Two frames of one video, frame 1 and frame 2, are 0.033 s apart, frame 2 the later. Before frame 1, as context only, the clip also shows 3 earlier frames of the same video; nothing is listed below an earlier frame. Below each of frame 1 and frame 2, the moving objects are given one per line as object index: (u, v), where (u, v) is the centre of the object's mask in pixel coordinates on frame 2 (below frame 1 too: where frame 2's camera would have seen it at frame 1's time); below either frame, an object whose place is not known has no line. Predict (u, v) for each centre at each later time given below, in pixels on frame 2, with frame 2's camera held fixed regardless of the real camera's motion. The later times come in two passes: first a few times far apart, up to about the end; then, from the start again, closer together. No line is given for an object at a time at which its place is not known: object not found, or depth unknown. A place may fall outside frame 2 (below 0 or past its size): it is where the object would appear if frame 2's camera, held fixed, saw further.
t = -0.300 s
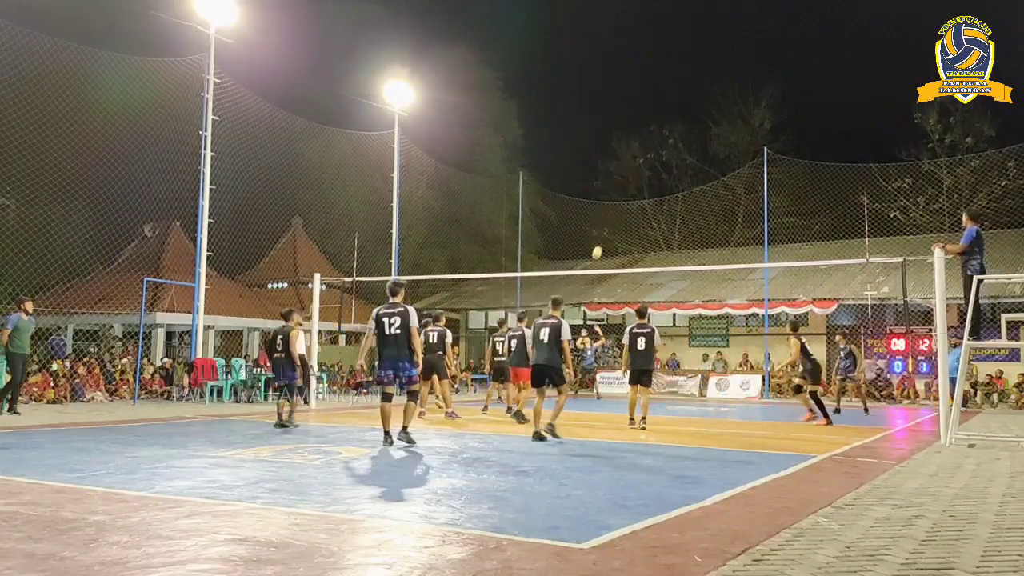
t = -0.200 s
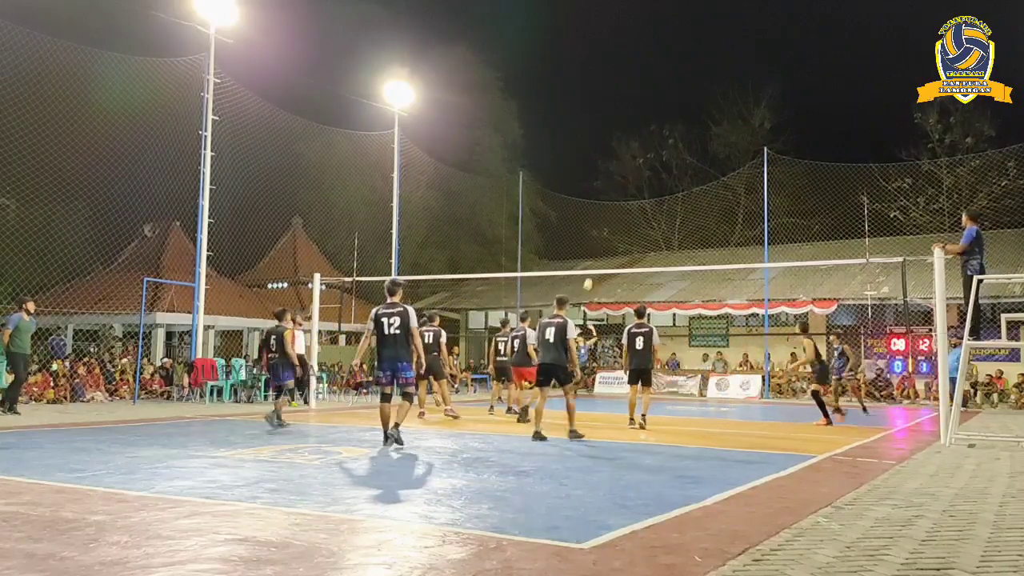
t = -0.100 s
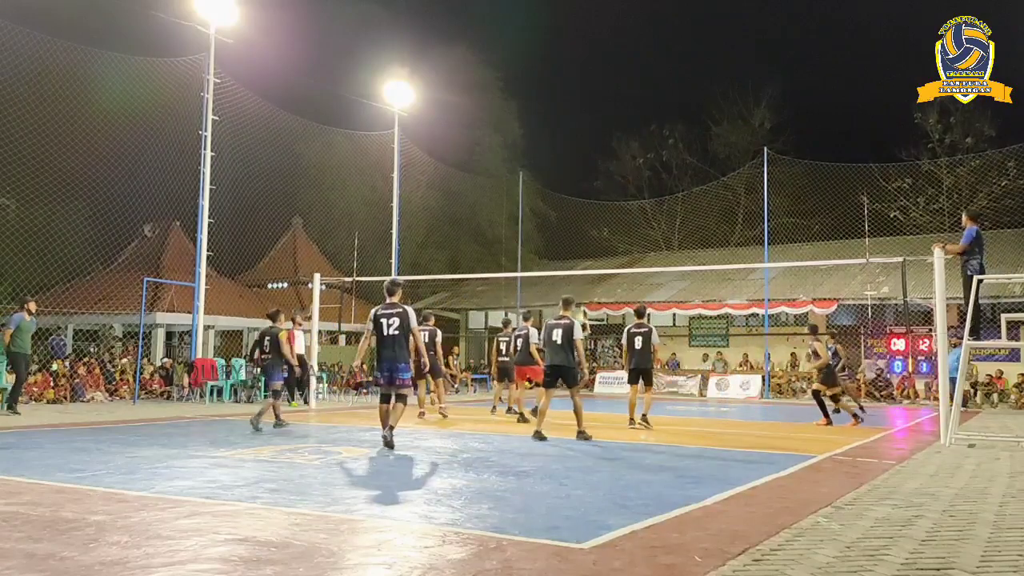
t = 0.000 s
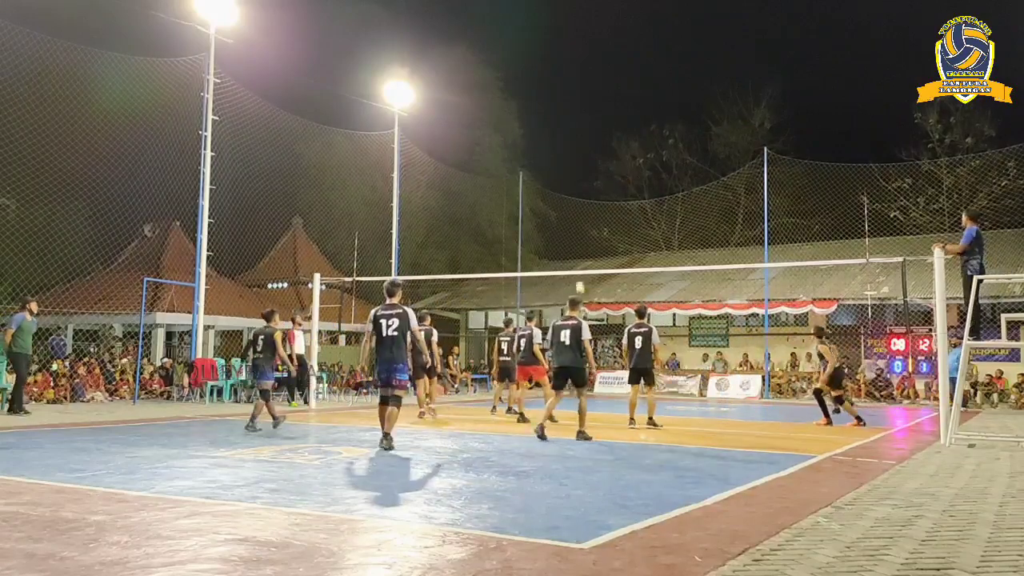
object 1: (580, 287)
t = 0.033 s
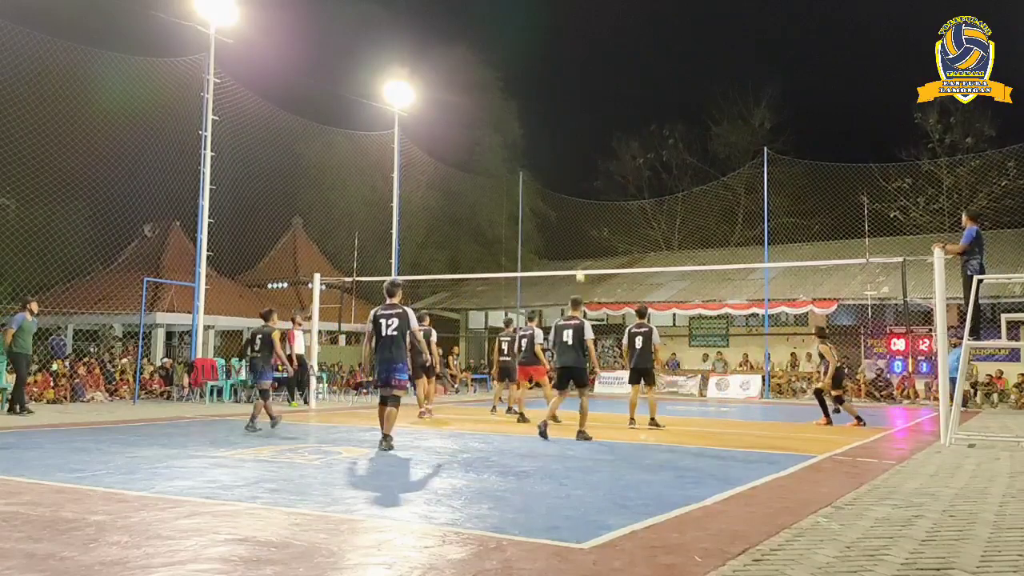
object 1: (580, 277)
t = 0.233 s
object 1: (581, 216)
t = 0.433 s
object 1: (581, 169)
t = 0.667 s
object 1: (580, 133)
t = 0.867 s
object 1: (578, 119)
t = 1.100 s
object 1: (574, 122)
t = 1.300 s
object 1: (570, 144)
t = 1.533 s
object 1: (564, 193)
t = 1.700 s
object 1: (559, 244)
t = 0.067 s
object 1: (580, 264)
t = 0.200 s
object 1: (581, 225)
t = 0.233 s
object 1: (581, 216)
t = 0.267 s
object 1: (581, 207)
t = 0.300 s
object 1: (581, 198)
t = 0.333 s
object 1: (581, 190)
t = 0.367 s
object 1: (581, 183)
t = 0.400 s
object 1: (581, 176)
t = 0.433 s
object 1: (581, 169)
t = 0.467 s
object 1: (581, 163)
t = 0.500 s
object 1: (581, 157)
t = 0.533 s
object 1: (581, 151)
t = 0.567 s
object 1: (580, 146)
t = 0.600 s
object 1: (580, 141)
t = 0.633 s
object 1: (580, 137)
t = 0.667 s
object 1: (580, 133)
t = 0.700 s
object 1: (579, 129)
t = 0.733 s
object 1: (579, 127)
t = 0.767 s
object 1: (579, 124)
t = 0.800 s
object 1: (579, 122)
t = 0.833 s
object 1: (578, 120)
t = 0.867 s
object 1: (578, 119)
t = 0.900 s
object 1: (577, 118)
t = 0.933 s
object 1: (577, 118)
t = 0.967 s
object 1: (577, 118)
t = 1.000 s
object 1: (576, 118)
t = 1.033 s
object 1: (575, 119)
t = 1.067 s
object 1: (575, 121)
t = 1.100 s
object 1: (574, 122)
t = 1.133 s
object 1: (574, 125)
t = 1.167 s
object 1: (573, 128)
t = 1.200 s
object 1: (572, 131)
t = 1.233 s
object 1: (572, 135)
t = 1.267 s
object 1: (571, 139)
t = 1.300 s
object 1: (570, 144)
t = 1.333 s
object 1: (569, 150)
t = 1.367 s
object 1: (568, 156)
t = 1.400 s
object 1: (567, 162)
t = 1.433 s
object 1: (567, 169)
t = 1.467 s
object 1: (566, 177)
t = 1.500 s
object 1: (565, 185)
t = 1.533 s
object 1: (564, 193)
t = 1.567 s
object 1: (563, 202)
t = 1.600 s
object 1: (562, 212)
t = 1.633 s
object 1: (561, 222)
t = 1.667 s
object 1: (560, 232)
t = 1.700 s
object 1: (559, 244)
